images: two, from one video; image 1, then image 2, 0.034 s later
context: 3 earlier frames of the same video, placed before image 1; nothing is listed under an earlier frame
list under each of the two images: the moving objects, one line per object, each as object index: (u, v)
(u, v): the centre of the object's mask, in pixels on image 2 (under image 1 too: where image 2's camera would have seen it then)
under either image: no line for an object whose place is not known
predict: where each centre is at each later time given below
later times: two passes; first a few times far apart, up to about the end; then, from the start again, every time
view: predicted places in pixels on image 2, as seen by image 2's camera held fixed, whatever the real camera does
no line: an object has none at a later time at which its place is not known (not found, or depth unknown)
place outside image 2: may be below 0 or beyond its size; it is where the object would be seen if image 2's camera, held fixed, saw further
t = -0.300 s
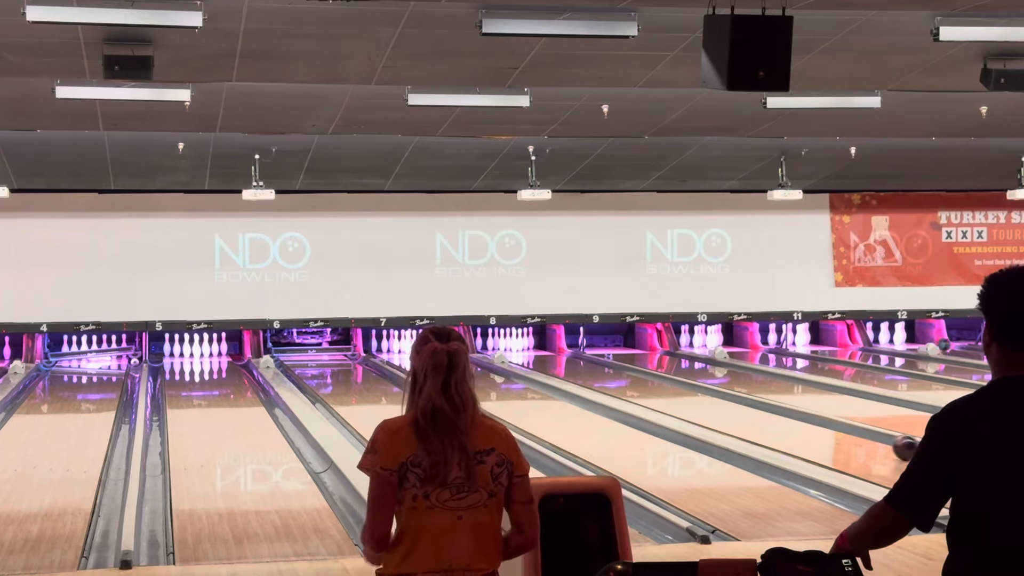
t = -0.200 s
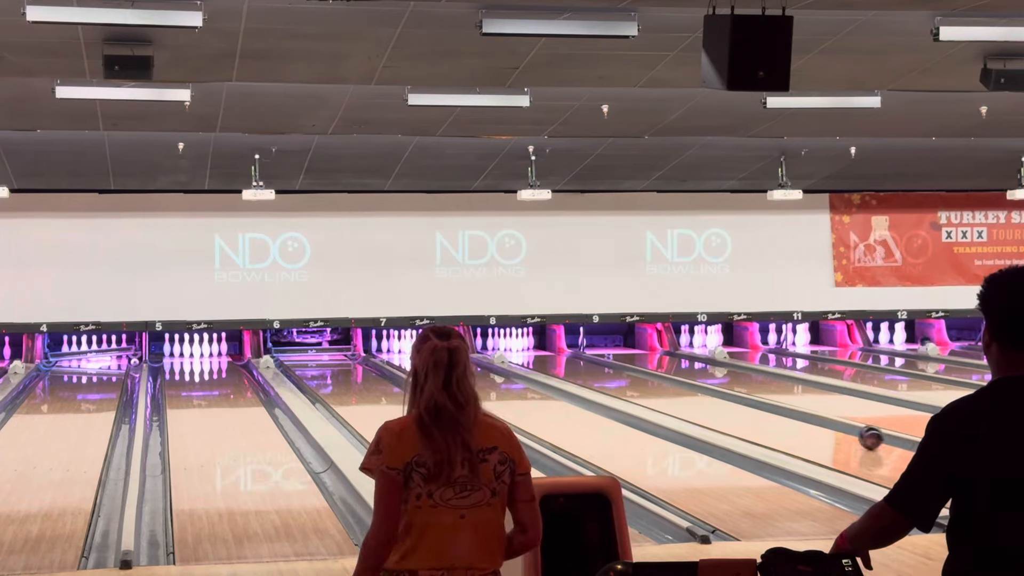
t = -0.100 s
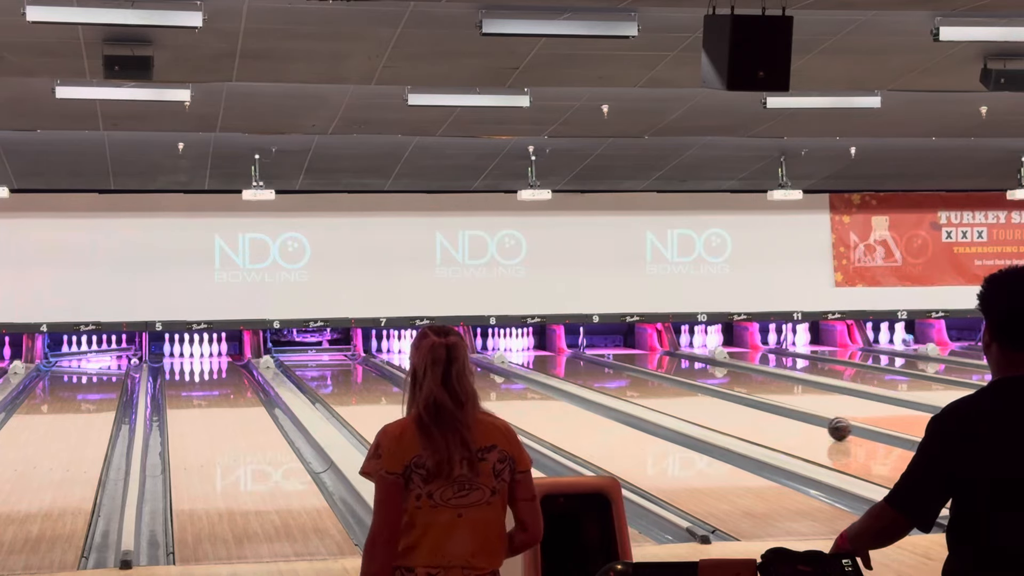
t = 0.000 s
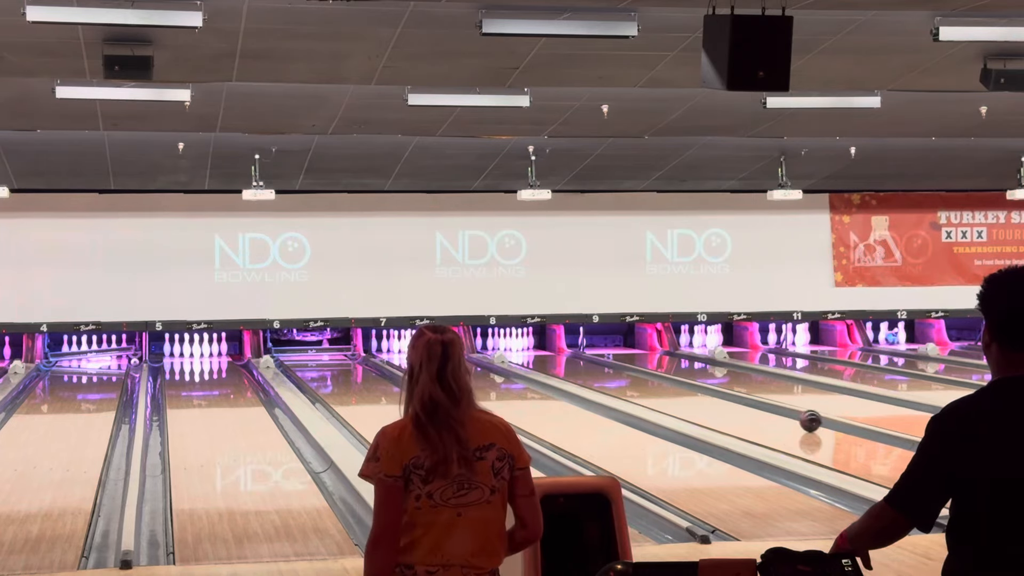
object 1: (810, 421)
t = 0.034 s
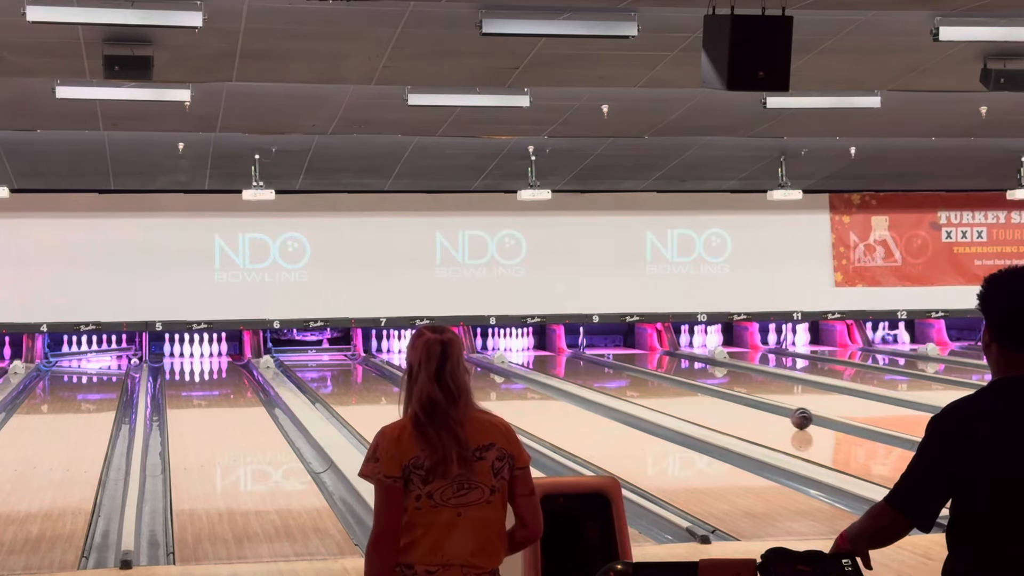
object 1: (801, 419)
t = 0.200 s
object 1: (760, 407)
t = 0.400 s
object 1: (718, 394)
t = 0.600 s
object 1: (681, 385)
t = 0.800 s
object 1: (649, 376)
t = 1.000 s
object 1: (621, 368)
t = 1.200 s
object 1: (595, 361)
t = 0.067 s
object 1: (793, 416)
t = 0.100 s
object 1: (784, 414)
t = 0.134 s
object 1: (776, 411)
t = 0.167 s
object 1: (768, 409)
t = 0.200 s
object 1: (760, 407)
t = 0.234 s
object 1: (753, 405)
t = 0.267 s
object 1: (745, 403)
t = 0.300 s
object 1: (738, 400)
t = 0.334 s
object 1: (731, 398)
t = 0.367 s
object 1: (724, 396)
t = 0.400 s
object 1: (718, 394)
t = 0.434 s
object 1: (711, 393)
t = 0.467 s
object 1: (705, 391)
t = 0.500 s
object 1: (699, 389)
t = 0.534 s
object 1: (693, 388)
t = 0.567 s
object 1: (687, 386)
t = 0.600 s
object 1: (681, 385)
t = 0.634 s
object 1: (675, 383)
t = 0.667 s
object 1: (670, 382)
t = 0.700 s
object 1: (664, 380)
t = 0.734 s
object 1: (659, 379)
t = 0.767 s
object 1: (654, 377)
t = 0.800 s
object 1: (649, 376)
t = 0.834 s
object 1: (644, 374)
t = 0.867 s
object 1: (639, 373)
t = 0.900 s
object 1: (634, 372)
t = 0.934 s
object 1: (630, 371)
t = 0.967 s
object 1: (625, 369)
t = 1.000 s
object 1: (621, 368)
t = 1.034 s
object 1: (616, 367)
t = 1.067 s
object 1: (611, 366)
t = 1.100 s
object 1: (607, 364)
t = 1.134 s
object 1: (604, 364)
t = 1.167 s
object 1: (599, 363)
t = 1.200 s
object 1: (595, 361)
